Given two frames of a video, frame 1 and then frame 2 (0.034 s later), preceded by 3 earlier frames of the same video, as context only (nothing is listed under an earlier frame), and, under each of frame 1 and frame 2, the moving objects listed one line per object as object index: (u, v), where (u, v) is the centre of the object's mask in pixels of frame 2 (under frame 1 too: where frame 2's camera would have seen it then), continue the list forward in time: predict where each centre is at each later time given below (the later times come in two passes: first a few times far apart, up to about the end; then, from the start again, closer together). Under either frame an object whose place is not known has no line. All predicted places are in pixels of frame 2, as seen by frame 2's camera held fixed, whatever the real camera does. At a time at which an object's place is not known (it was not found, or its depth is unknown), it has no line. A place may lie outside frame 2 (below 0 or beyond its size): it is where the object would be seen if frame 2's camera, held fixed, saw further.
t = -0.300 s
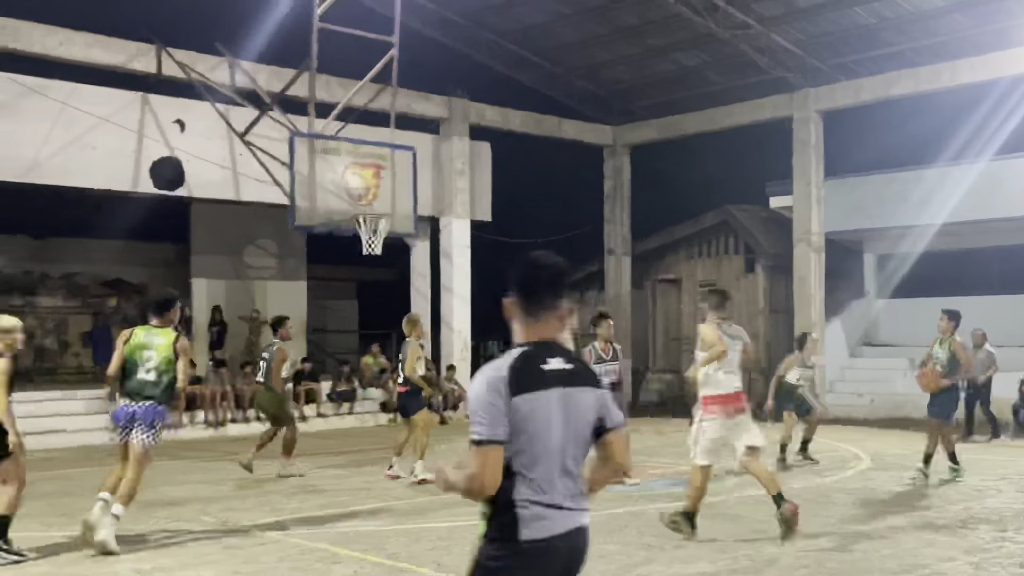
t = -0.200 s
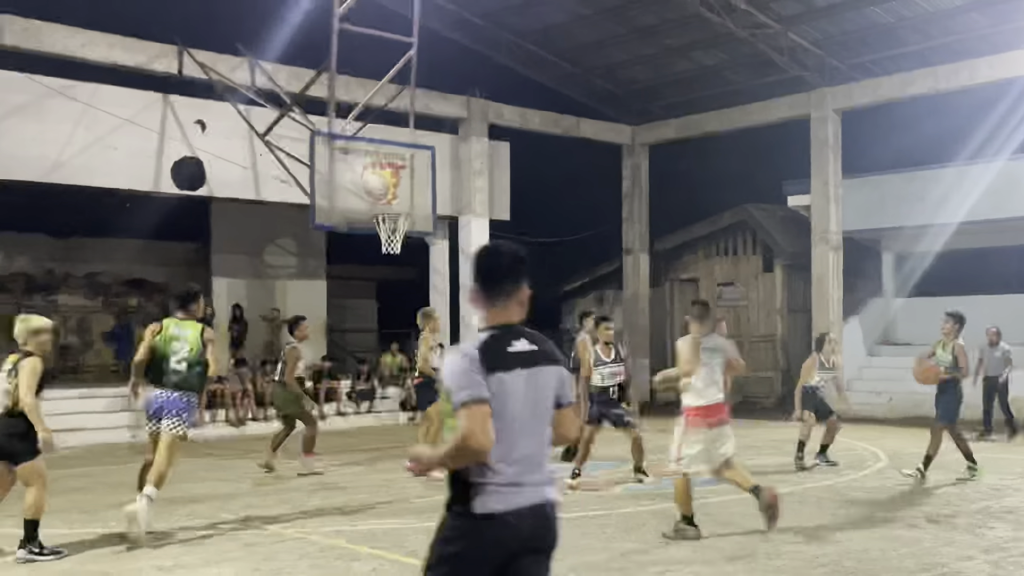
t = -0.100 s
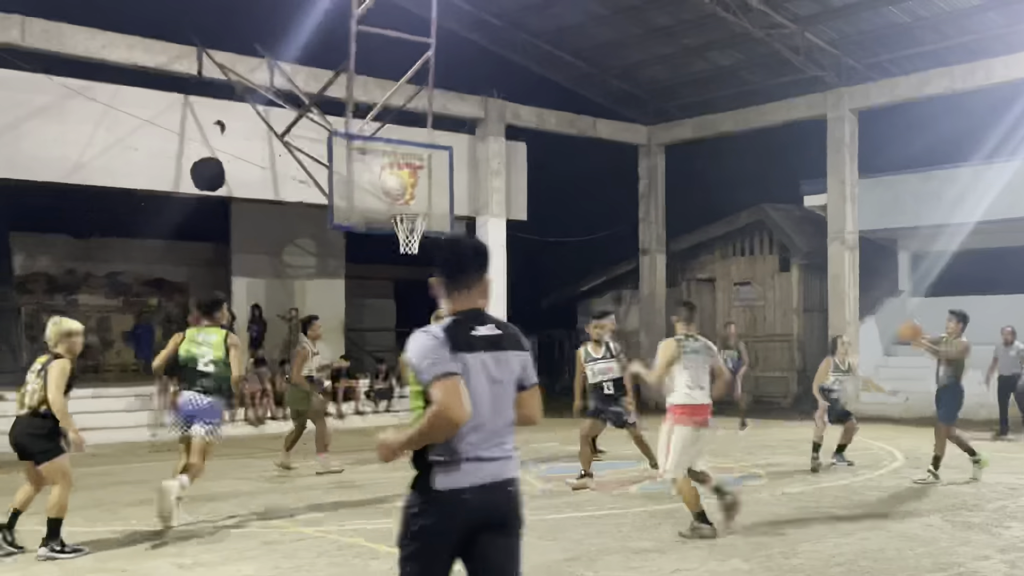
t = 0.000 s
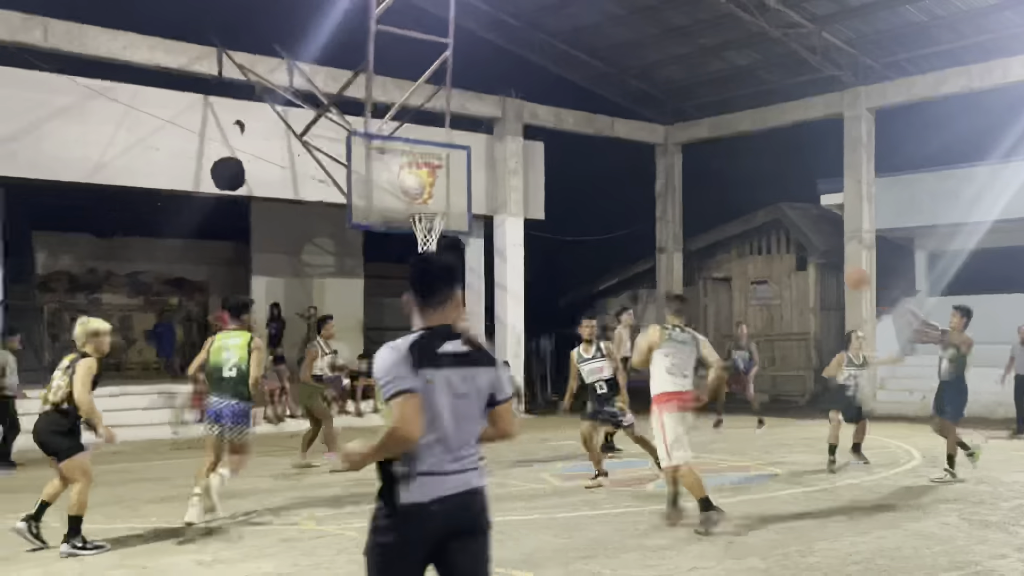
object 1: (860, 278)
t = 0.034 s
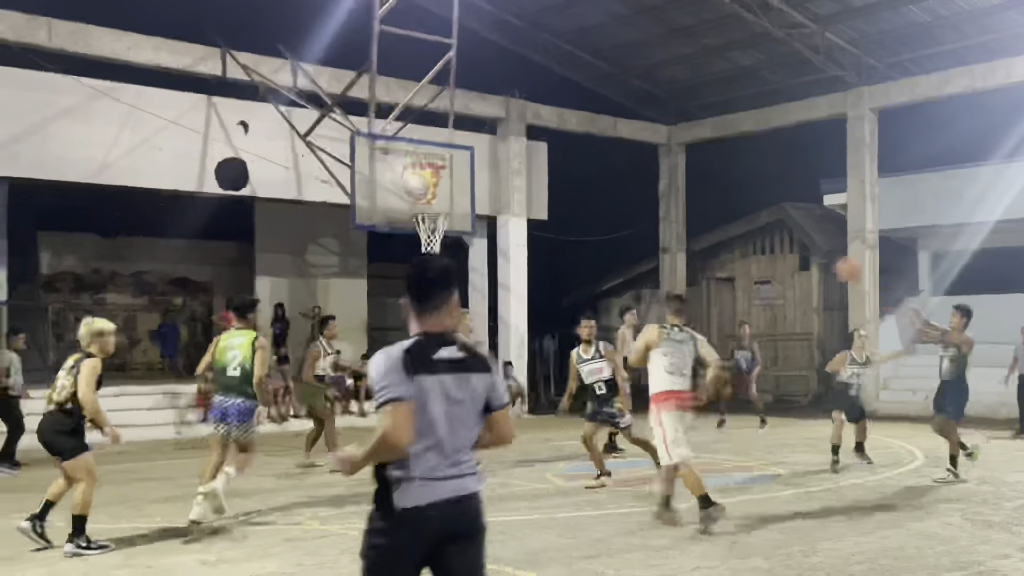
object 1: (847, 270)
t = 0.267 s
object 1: (673, 183)
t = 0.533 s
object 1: (464, 148)
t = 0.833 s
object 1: (205, 198)
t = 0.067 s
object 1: (823, 254)
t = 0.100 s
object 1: (800, 241)
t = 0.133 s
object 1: (773, 226)
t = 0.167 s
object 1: (750, 214)
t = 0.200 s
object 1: (725, 203)
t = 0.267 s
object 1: (673, 183)
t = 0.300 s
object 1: (648, 175)
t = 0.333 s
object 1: (623, 168)
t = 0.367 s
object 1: (597, 162)
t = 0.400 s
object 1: (571, 156)
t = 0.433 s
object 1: (547, 153)
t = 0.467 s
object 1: (517, 149)
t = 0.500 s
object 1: (491, 148)
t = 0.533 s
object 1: (464, 148)
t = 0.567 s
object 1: (439, 149)
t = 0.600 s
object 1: (410, 149)
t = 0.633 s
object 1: (382, 153)
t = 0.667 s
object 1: (354, 157)
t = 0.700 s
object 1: (327, 163)
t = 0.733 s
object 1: (296, 170)
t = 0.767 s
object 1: (265, 178)
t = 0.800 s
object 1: (237, 187)
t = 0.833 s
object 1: (205, 198)
